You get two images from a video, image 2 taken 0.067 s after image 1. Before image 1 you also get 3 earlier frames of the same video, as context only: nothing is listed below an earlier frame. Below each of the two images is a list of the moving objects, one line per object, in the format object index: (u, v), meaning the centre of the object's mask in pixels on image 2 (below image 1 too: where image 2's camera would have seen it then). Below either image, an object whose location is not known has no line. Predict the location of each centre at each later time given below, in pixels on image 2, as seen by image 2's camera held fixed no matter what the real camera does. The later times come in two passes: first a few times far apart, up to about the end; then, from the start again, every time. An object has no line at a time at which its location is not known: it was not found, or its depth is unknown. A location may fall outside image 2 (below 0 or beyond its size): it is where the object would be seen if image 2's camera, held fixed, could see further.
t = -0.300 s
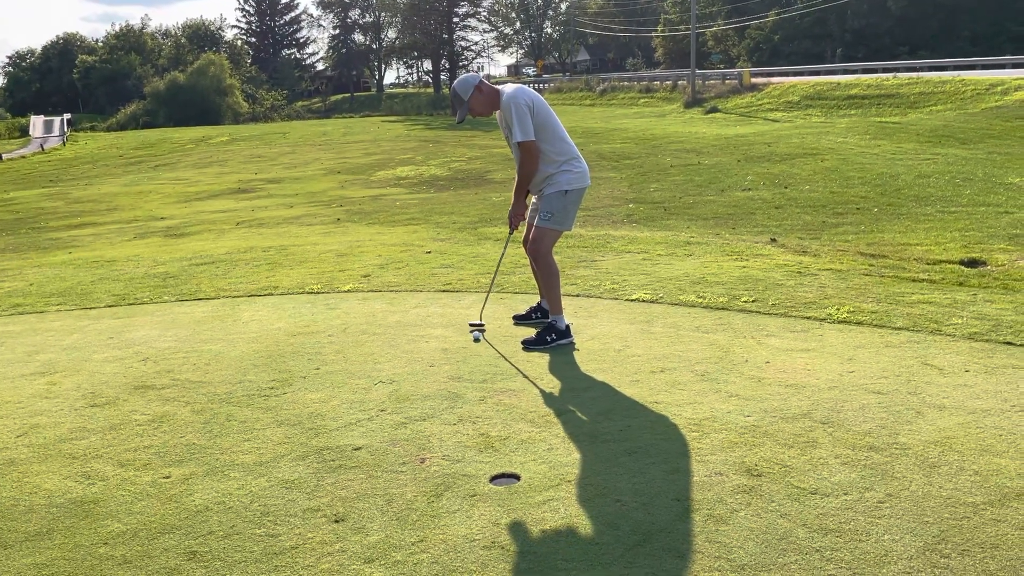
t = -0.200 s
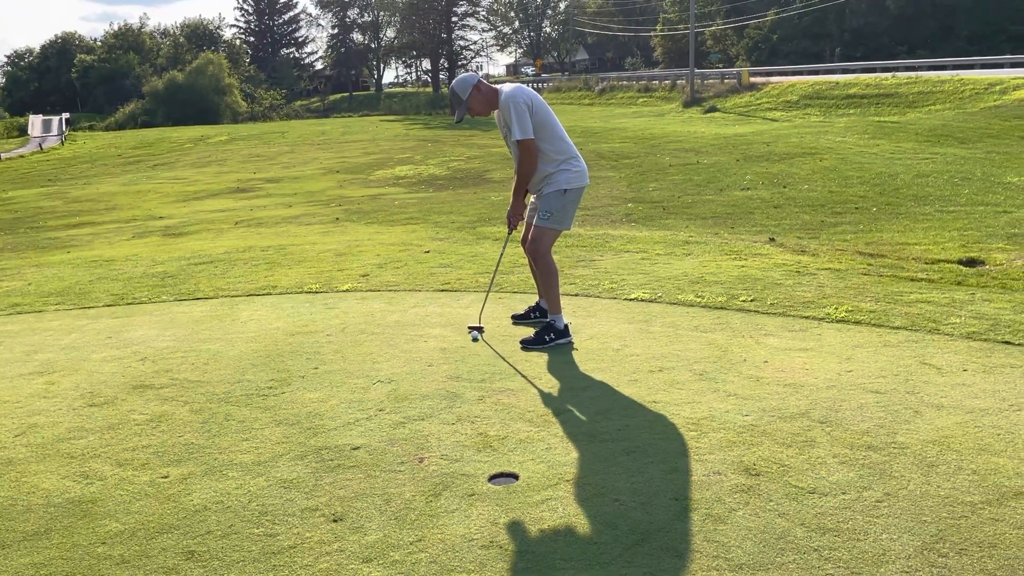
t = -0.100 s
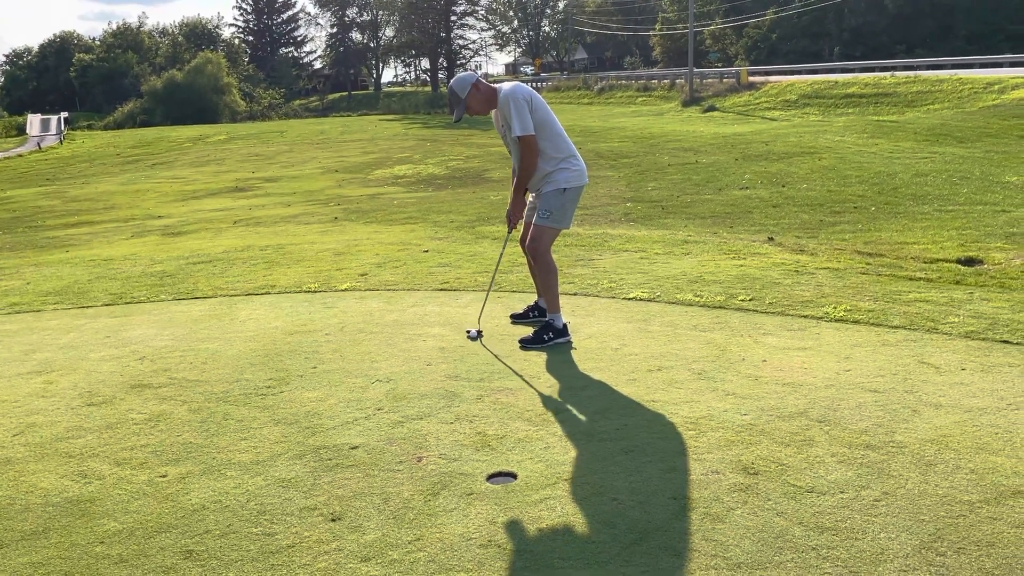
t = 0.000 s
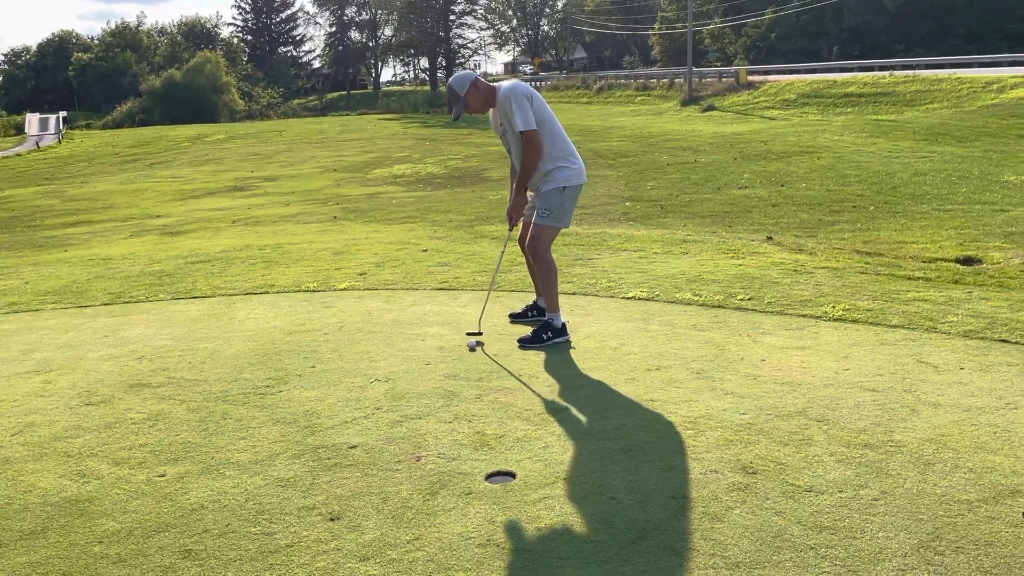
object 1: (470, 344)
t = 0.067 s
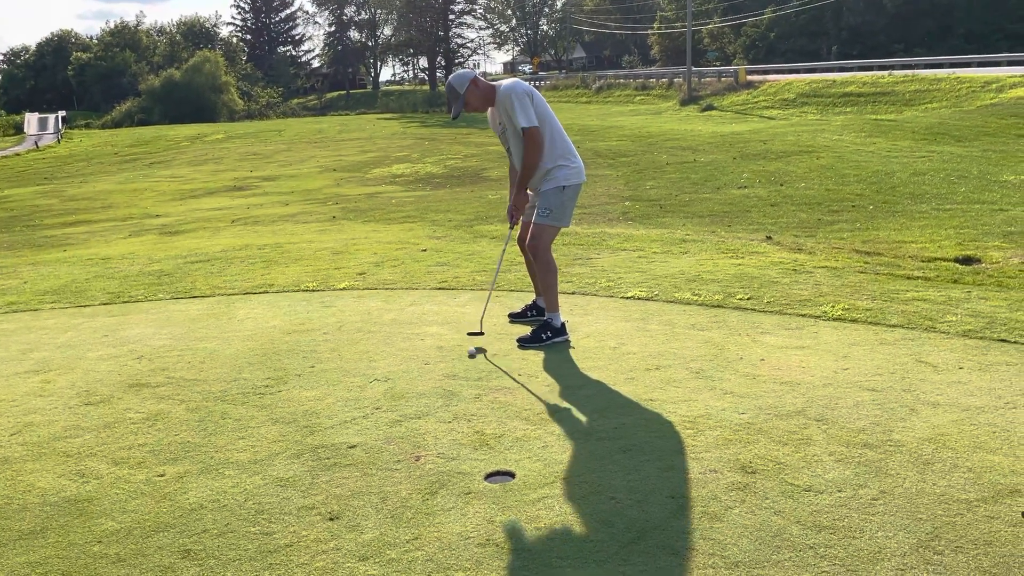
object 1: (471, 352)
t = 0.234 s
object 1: (472, 366)
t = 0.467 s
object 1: (474, 389)
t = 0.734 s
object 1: (477, 416)
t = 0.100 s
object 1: (471, 354)
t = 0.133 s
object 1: (471, 357)
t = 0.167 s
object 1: (472, 360)
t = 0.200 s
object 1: (472, 363)
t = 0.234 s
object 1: (472, 366)
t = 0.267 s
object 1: (473, 370)
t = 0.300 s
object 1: (473, 372)
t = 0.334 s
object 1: (473, 376)
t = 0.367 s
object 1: (473, 379)
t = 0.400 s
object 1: (474, 382)
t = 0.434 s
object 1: (474, 386)
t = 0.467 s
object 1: (474, 389)
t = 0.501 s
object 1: (475, 392)
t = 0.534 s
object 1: (475, 395)
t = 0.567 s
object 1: (475, 398)
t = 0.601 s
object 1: (475, 402)
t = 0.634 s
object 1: (476, 406)
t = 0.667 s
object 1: (476, 408)
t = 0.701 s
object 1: (476, 412)
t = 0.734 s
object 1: (477, 416)
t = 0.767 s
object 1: (476, 419)
